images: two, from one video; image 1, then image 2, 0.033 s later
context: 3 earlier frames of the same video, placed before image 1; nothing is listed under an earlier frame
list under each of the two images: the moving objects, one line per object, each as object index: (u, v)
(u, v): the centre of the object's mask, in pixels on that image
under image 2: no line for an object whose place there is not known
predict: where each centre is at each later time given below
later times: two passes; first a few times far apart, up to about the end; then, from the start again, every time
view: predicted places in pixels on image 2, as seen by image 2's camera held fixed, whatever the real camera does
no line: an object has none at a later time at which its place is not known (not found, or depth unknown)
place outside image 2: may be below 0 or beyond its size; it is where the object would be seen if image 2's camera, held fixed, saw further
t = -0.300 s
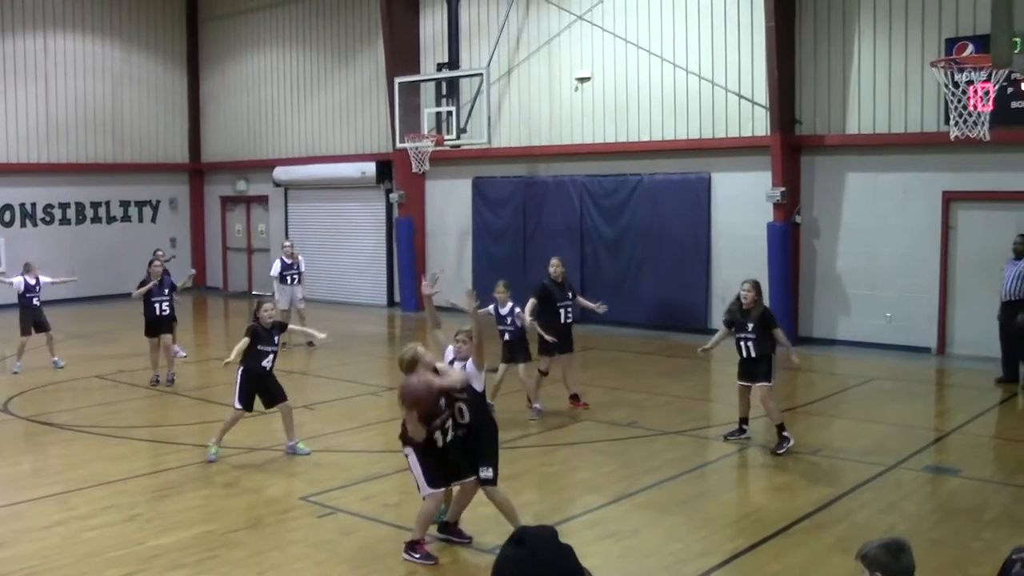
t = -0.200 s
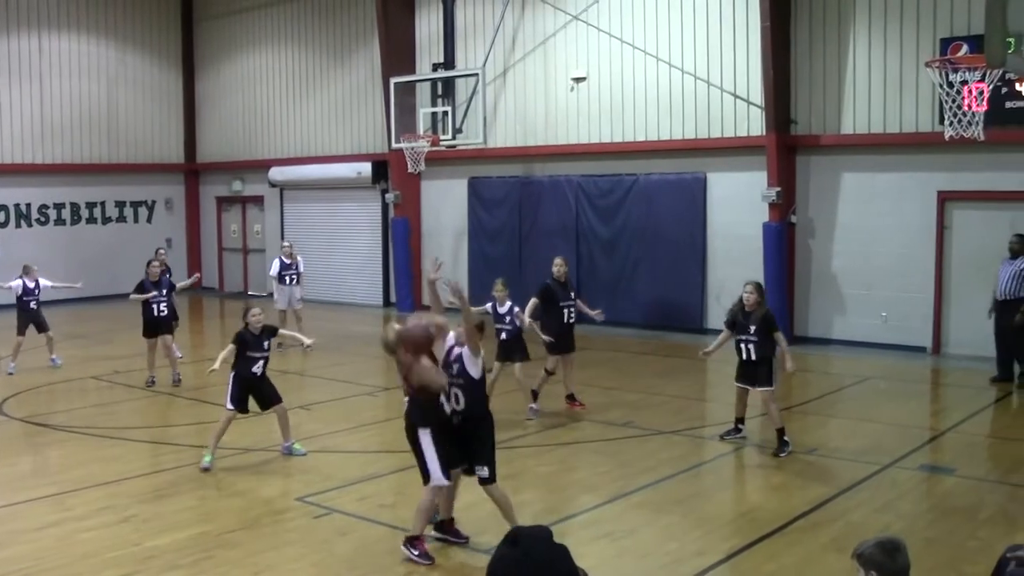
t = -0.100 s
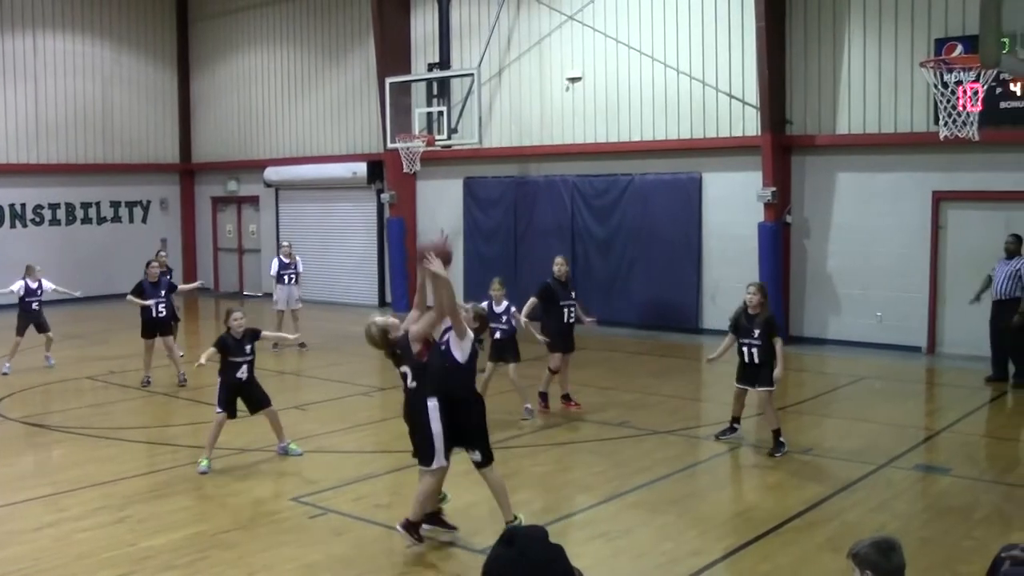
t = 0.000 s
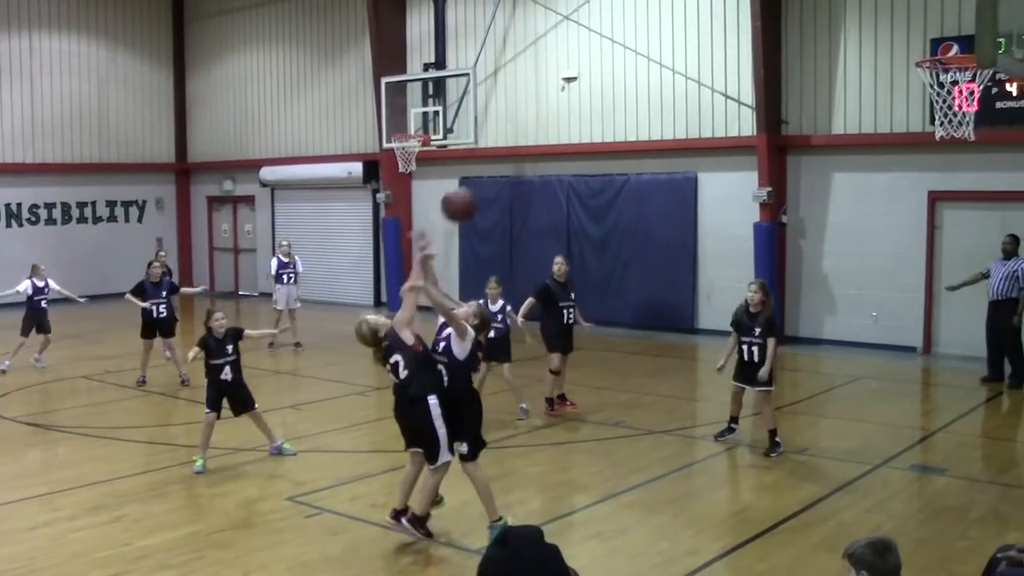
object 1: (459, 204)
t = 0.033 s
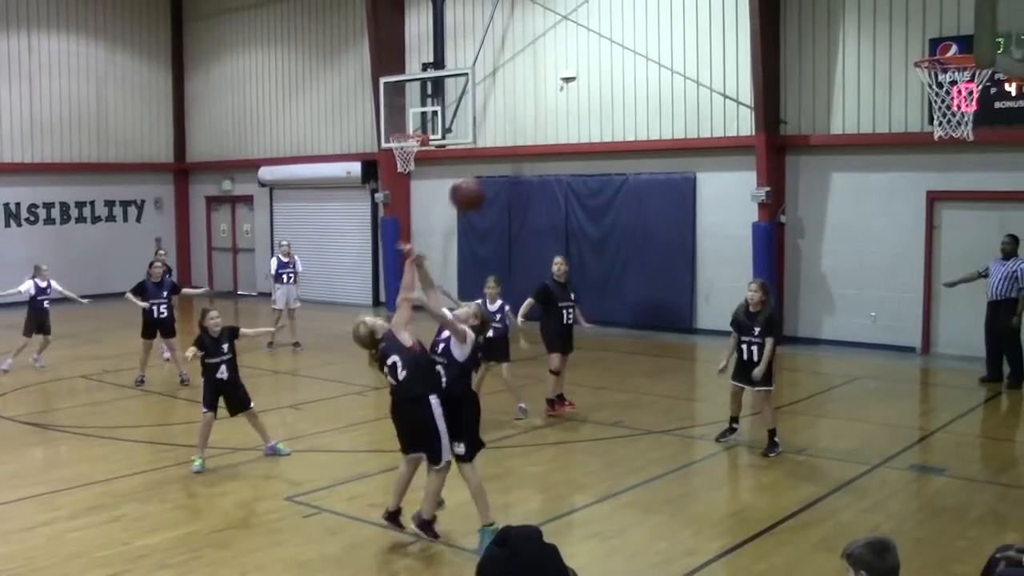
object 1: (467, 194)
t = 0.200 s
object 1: (512, 169)
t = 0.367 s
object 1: (549, 185)
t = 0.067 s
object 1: (477, 186)
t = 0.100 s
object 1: (486, 178)
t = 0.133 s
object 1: (495, 173)
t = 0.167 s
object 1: (503, 170)
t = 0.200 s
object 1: (512, 169)
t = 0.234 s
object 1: (519, 170)
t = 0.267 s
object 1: (527, 171)
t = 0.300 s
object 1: (535, 174)
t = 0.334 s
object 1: (544, 178)
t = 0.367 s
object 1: (549, 185)
